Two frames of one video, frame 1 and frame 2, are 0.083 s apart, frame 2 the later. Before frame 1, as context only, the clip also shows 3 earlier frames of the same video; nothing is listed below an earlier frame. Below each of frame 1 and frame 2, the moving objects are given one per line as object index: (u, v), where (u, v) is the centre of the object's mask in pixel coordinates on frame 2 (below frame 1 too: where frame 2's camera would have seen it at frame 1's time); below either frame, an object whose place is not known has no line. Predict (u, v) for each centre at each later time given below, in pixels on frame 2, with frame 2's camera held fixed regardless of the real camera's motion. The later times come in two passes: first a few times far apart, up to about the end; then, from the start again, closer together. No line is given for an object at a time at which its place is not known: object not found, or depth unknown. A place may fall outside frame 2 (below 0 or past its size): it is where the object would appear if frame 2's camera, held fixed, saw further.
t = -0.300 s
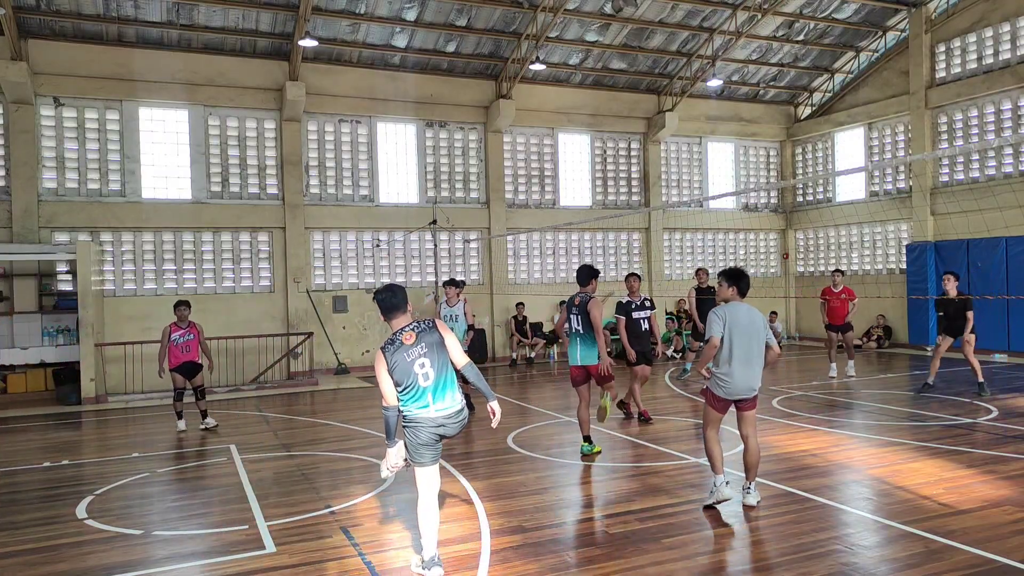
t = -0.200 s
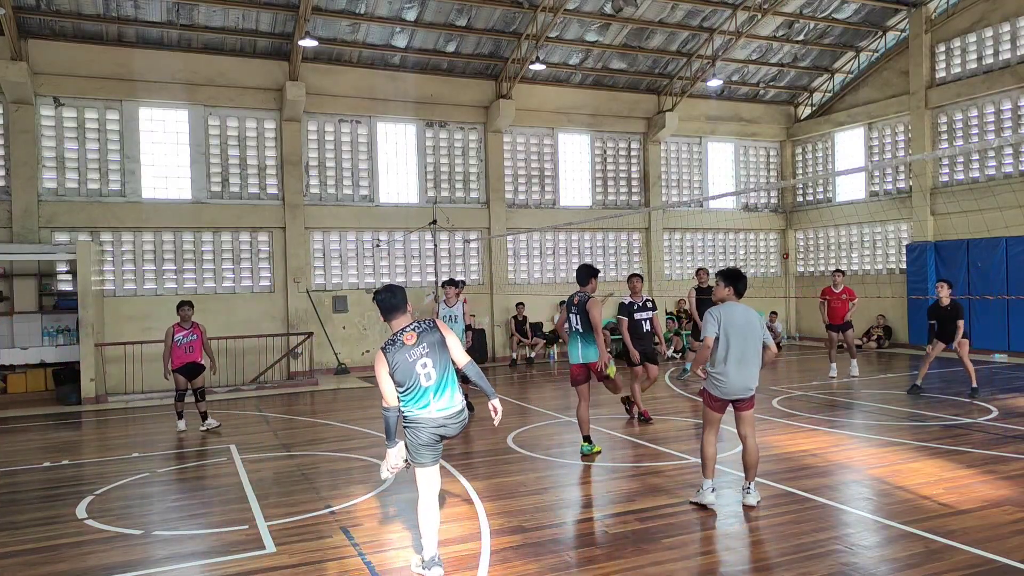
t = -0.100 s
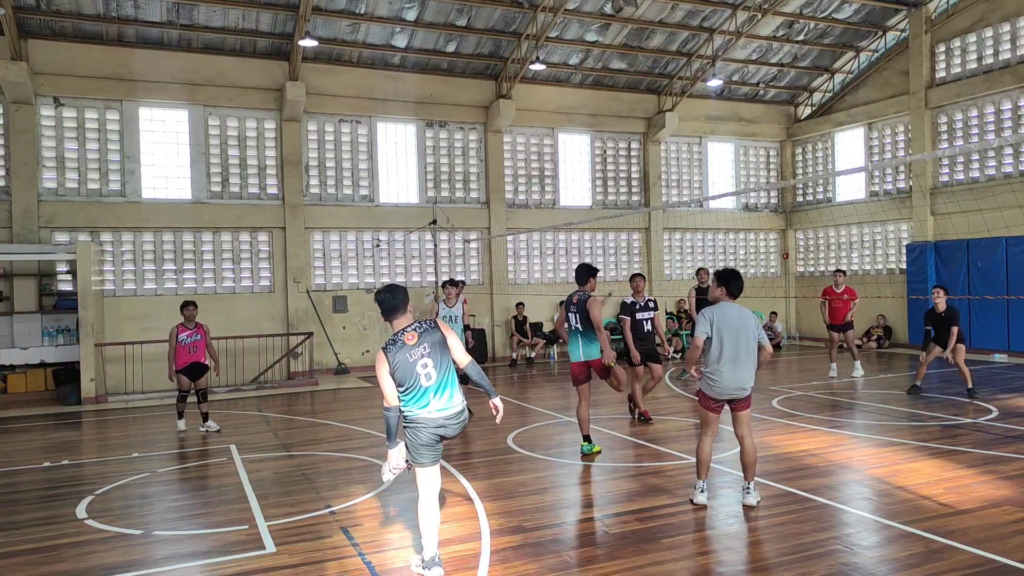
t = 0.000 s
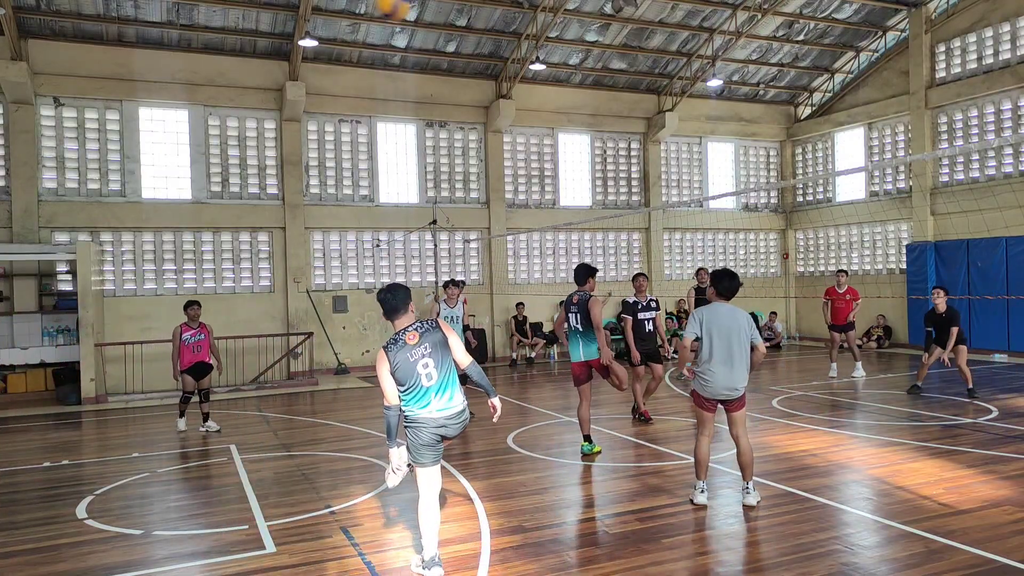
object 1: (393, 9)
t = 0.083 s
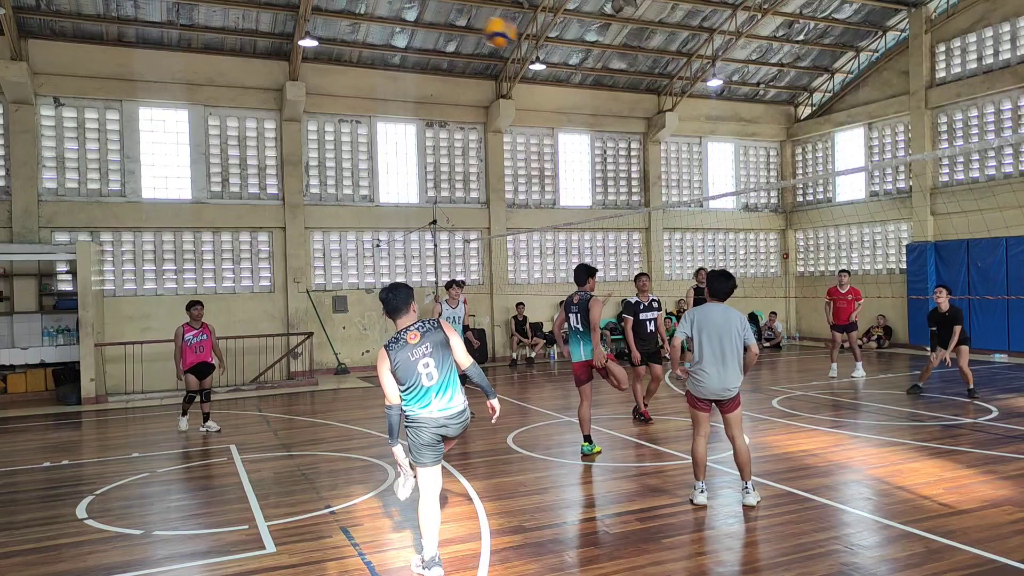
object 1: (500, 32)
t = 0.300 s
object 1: (696, 117)
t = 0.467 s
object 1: (802, 194)
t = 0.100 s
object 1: (519, 38)
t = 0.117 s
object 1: (536, 44)
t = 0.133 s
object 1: (554, 50)
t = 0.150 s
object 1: (571, 57)
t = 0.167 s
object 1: (587, 63)
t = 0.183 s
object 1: (603, 70)
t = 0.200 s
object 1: (617, 76)
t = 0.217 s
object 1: (632, 82)
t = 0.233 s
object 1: (646, 89)
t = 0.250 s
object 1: (659, 96)
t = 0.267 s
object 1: (671, 103)
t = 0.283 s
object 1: (684, 111)
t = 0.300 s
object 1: (696, 117)
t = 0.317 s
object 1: (708, 125)
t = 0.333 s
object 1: (719, 132)
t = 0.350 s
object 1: (731, 139)
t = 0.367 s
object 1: (742, 147)
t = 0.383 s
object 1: (753, 155)
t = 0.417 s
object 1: (774, 171)
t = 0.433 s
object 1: (784, 175)
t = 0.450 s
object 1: (794, 189)
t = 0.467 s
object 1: (802, 194)
